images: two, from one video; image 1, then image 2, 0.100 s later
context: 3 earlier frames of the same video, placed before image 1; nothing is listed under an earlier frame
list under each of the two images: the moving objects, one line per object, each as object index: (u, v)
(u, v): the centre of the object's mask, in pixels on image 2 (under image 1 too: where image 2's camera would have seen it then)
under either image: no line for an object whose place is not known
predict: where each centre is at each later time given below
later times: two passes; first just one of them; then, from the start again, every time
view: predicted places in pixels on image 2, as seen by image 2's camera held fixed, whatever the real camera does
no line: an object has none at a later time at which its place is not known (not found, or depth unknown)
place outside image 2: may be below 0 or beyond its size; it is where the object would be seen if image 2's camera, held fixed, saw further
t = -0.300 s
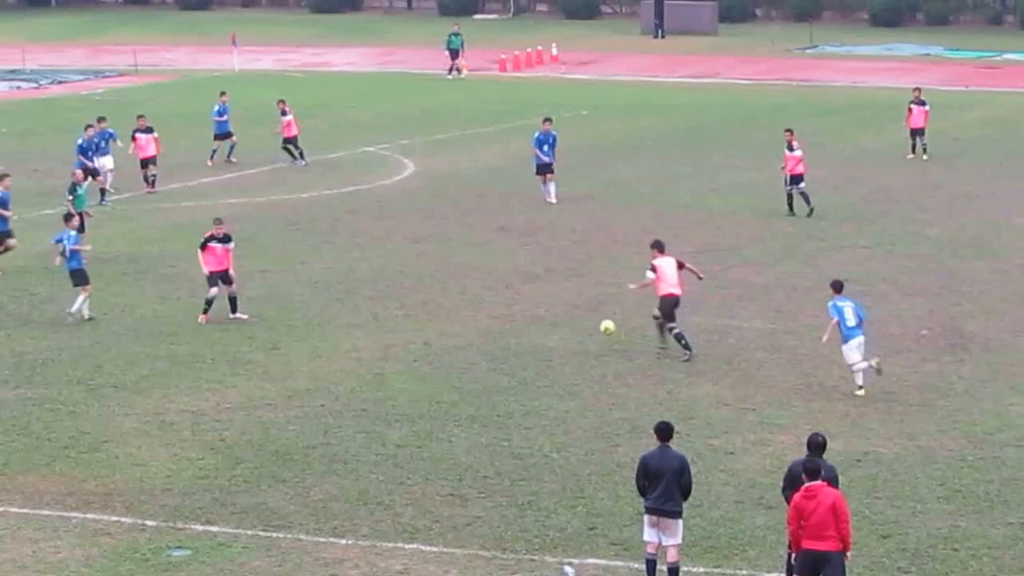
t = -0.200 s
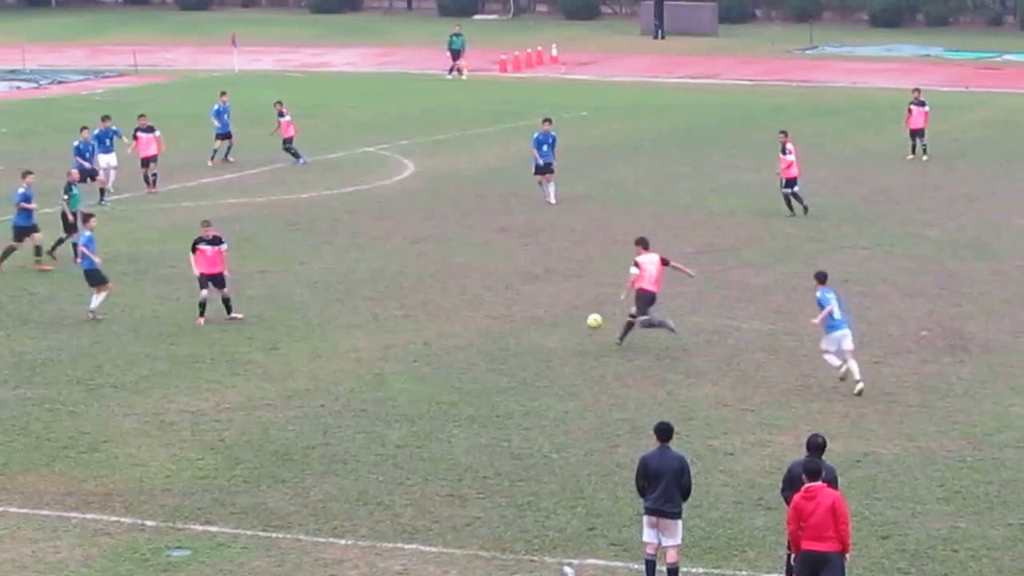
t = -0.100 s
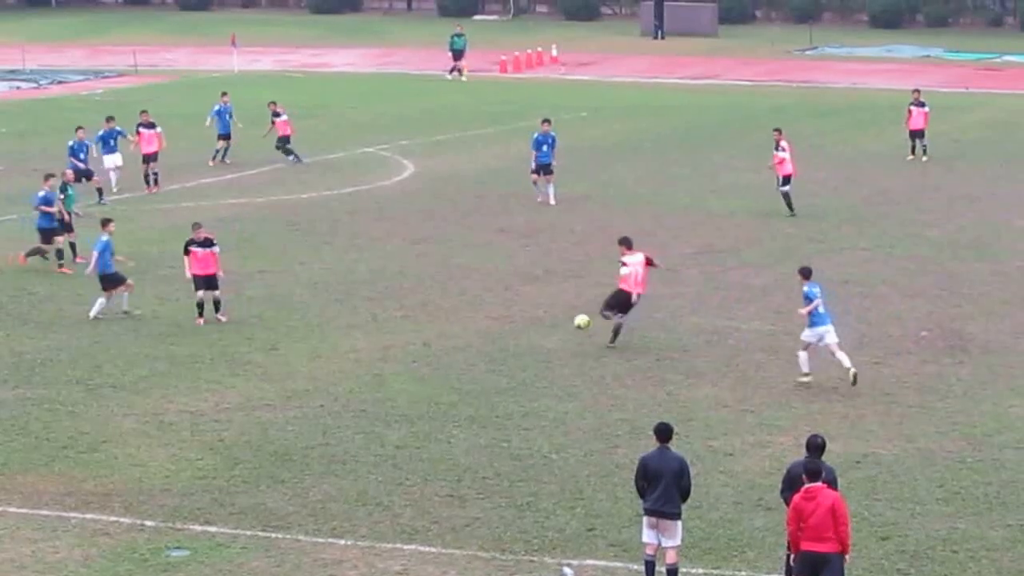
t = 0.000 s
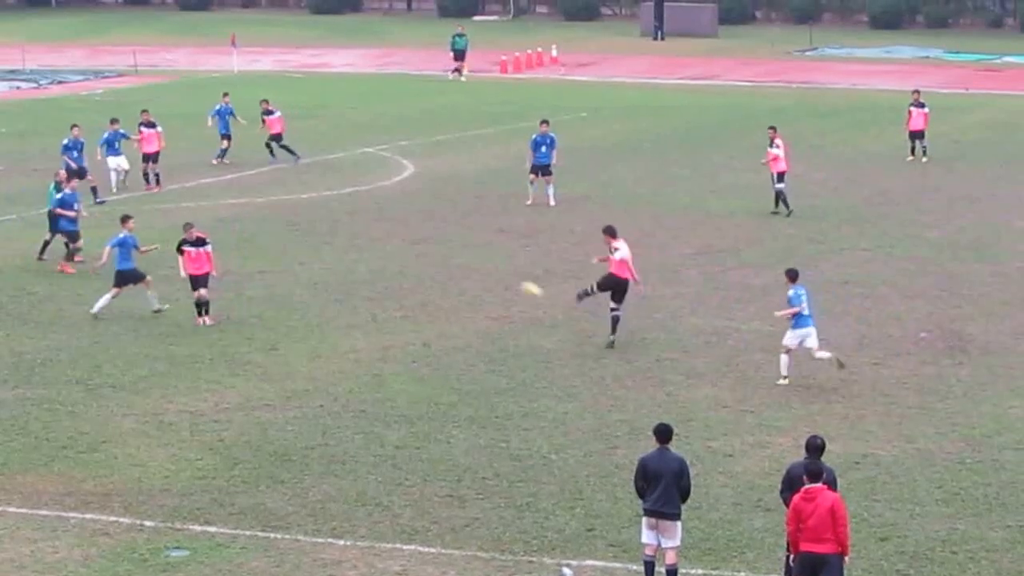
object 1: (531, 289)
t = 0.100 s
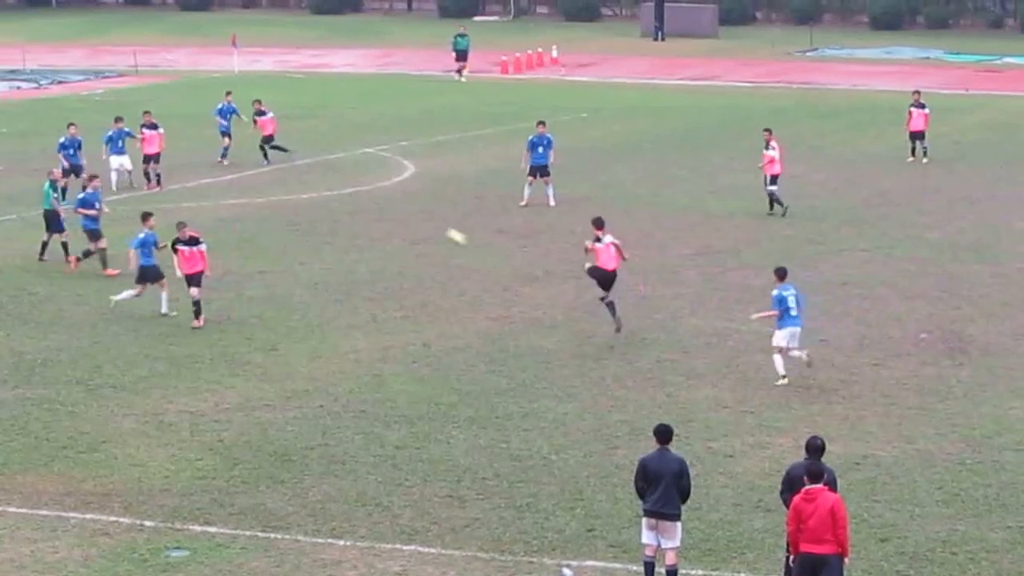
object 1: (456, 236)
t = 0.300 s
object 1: (320, 162)
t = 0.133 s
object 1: (433, 222)
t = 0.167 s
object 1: (408, 207)
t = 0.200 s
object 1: (386, 194)
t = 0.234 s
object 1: (362, 183)
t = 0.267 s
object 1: (341, 172)
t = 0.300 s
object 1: (320, 162)
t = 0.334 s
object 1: (299, 154)
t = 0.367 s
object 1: (277, 146)
